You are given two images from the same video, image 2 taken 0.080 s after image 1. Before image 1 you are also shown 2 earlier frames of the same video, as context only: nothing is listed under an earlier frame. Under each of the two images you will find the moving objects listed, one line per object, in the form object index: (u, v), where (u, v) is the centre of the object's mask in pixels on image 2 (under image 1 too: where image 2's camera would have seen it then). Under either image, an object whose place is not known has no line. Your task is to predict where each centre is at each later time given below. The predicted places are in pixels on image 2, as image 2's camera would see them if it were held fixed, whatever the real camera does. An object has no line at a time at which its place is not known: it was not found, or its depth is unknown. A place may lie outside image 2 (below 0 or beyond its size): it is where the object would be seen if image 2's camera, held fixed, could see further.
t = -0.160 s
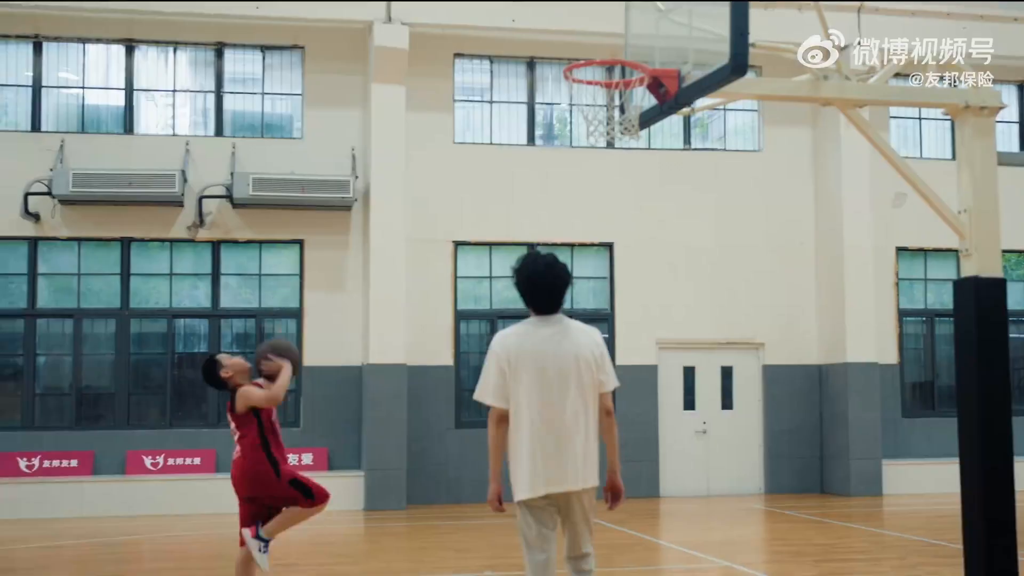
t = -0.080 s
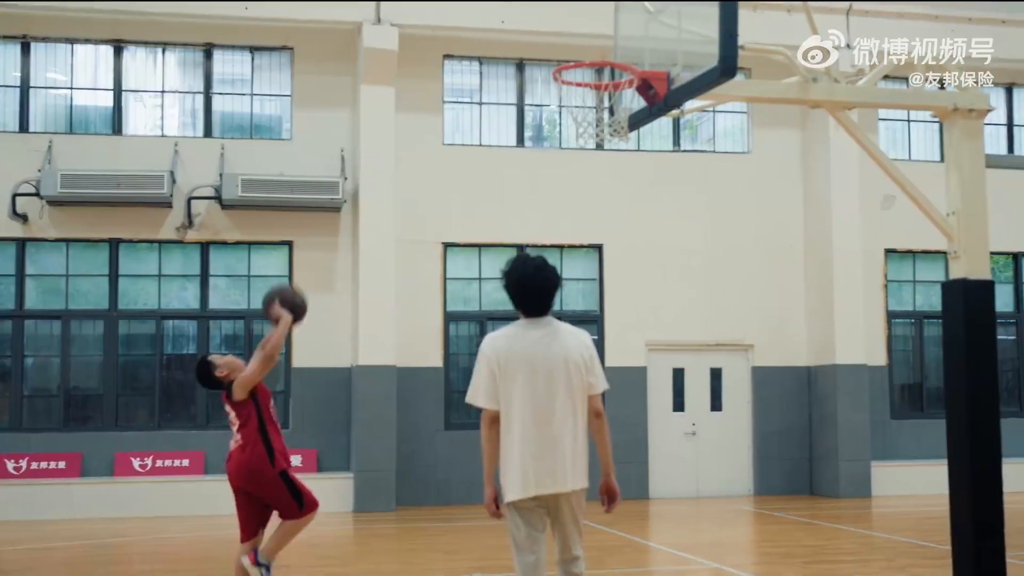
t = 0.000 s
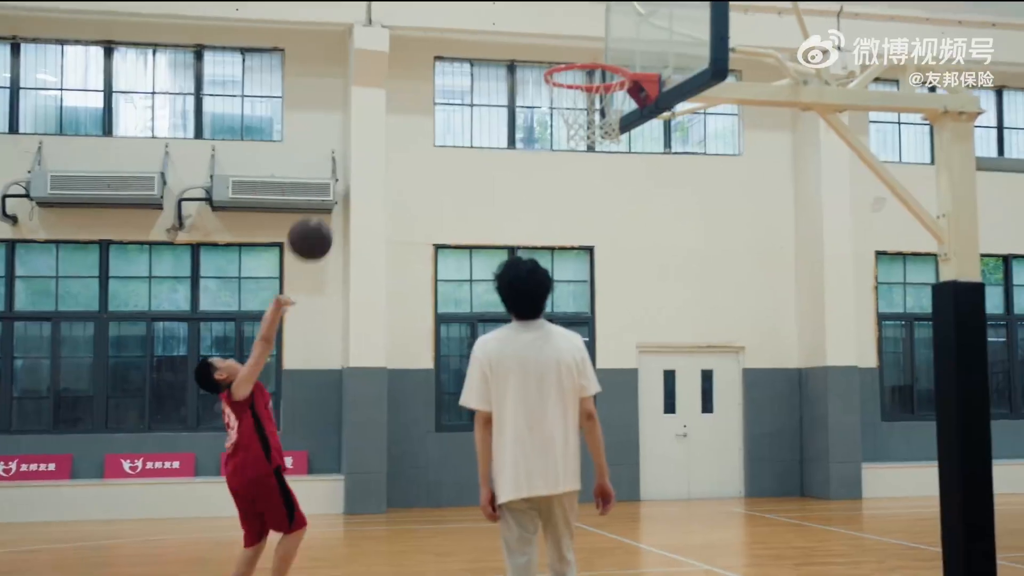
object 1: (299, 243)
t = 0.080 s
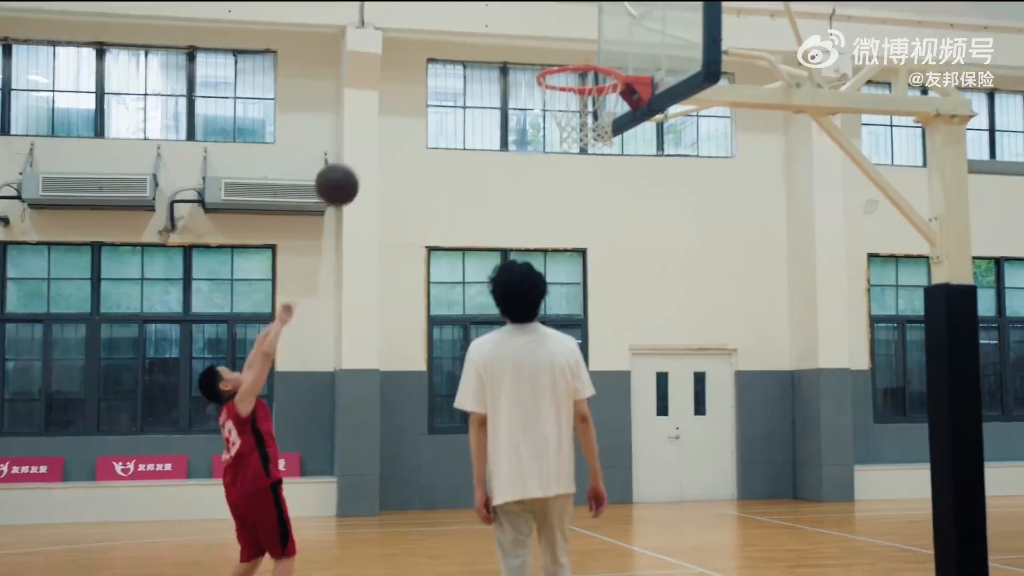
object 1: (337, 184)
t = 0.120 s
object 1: (354, 160)
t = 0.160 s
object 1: (372, 139)
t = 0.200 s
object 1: (389, 121)
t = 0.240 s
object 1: (406, 105)
